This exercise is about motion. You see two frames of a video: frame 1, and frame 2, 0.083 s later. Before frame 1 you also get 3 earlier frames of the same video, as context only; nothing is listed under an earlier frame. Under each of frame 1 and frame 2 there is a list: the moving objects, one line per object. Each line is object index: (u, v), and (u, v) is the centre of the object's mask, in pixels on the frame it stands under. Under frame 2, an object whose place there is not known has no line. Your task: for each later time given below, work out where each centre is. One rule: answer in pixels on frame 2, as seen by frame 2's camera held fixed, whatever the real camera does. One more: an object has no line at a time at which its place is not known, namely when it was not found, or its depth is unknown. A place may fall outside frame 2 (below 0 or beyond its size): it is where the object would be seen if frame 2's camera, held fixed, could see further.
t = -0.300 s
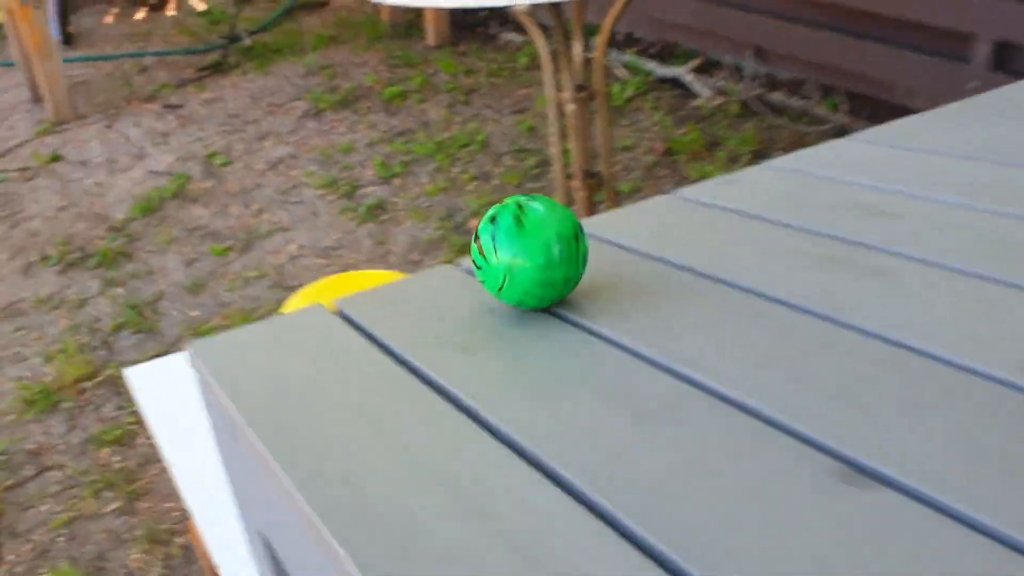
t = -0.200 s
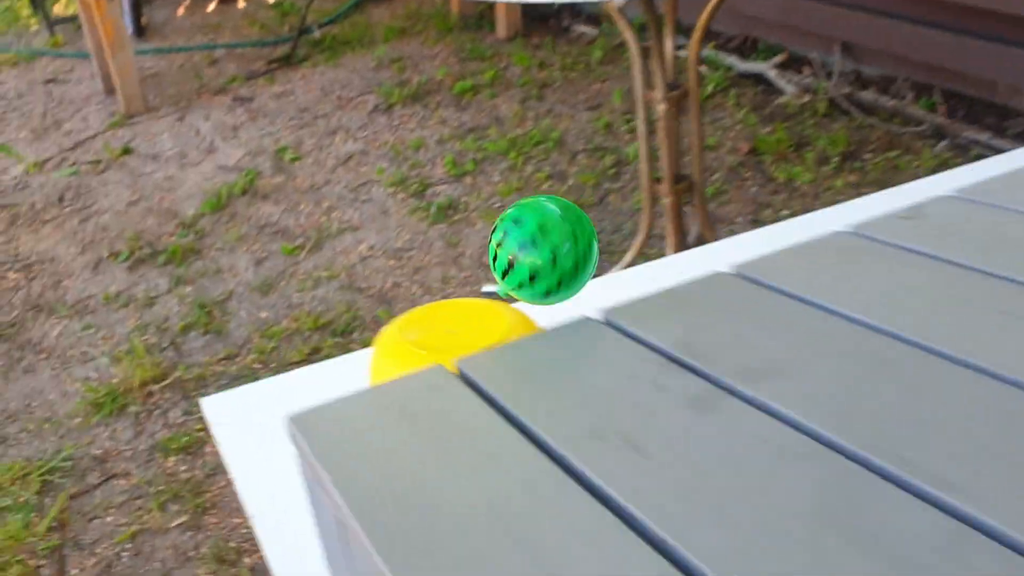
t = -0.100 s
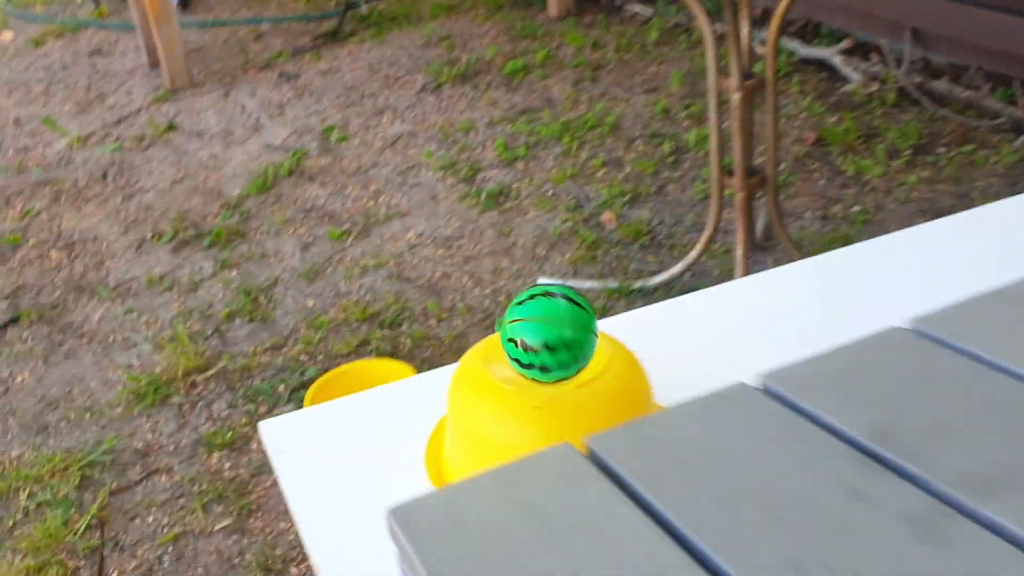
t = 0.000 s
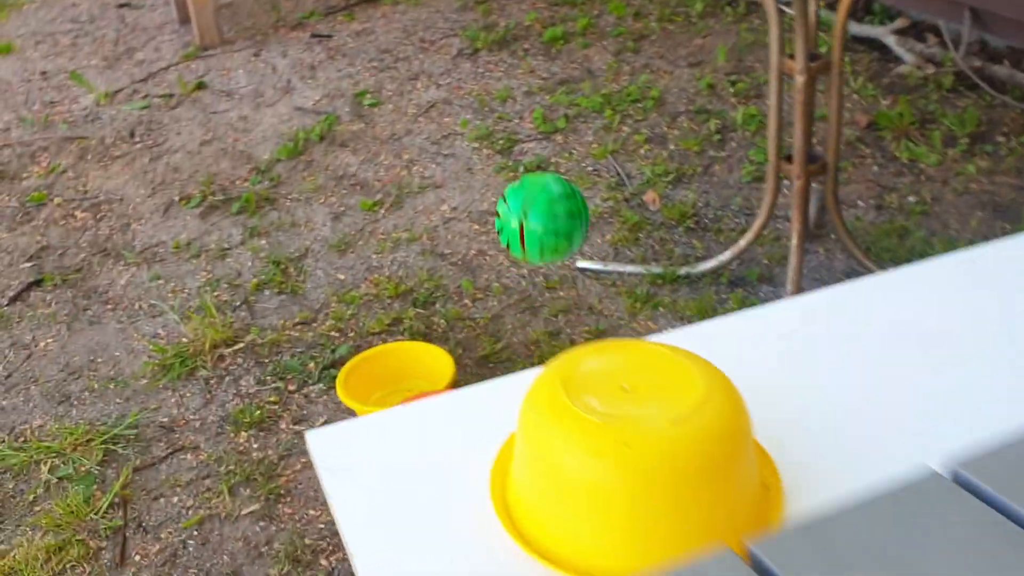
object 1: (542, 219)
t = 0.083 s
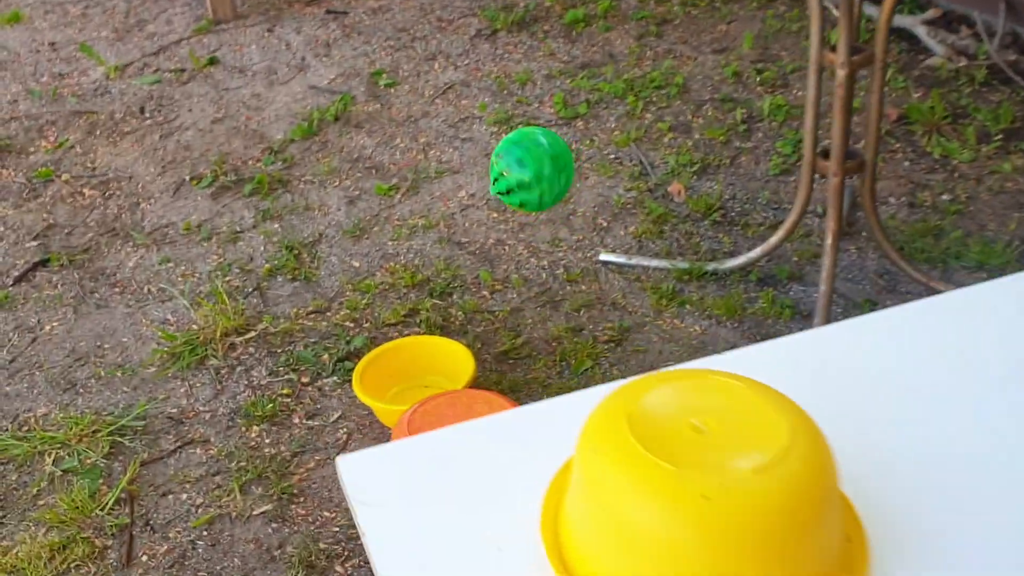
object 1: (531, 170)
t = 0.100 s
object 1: (525, 172)
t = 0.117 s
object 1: (519, 176)
